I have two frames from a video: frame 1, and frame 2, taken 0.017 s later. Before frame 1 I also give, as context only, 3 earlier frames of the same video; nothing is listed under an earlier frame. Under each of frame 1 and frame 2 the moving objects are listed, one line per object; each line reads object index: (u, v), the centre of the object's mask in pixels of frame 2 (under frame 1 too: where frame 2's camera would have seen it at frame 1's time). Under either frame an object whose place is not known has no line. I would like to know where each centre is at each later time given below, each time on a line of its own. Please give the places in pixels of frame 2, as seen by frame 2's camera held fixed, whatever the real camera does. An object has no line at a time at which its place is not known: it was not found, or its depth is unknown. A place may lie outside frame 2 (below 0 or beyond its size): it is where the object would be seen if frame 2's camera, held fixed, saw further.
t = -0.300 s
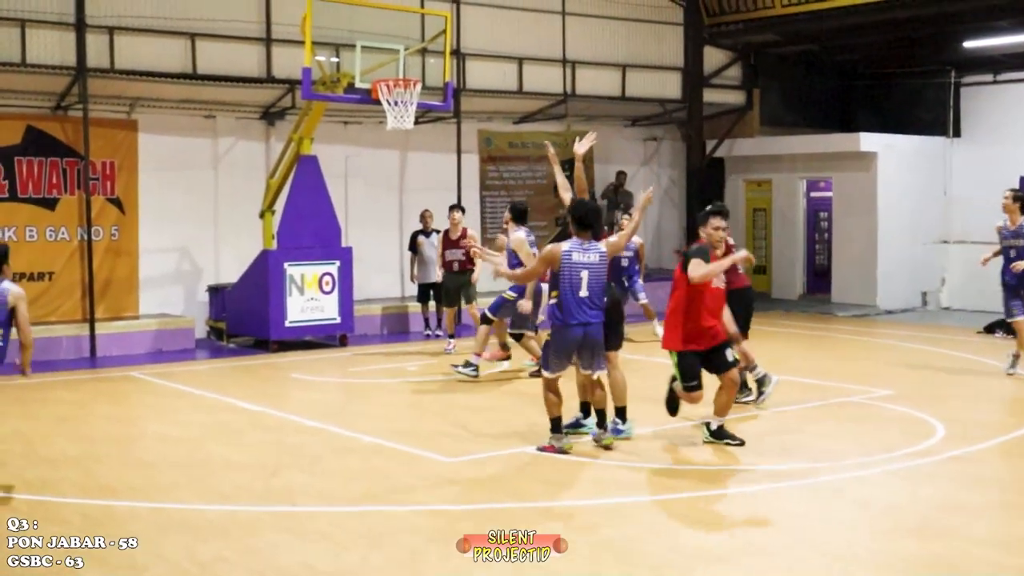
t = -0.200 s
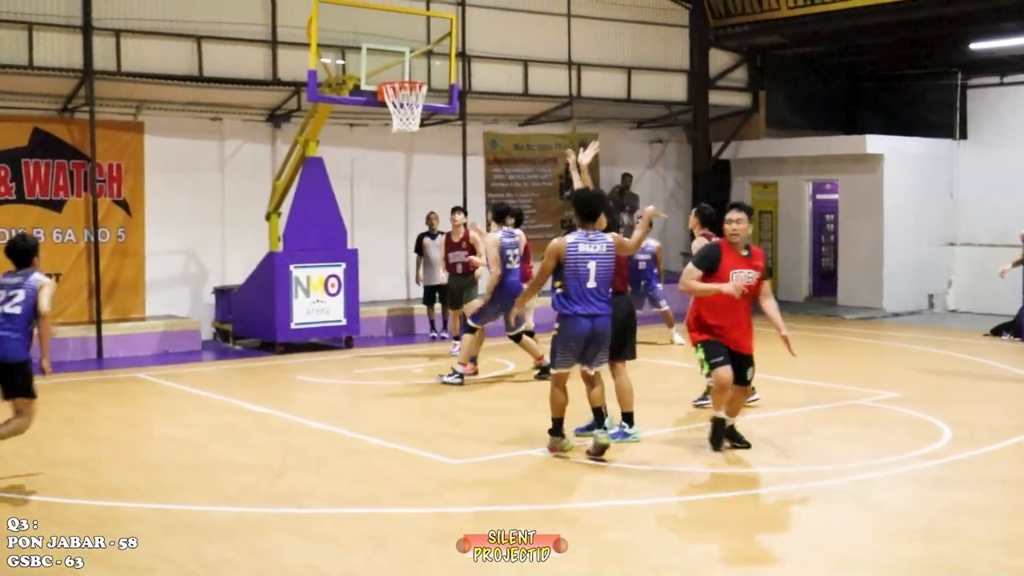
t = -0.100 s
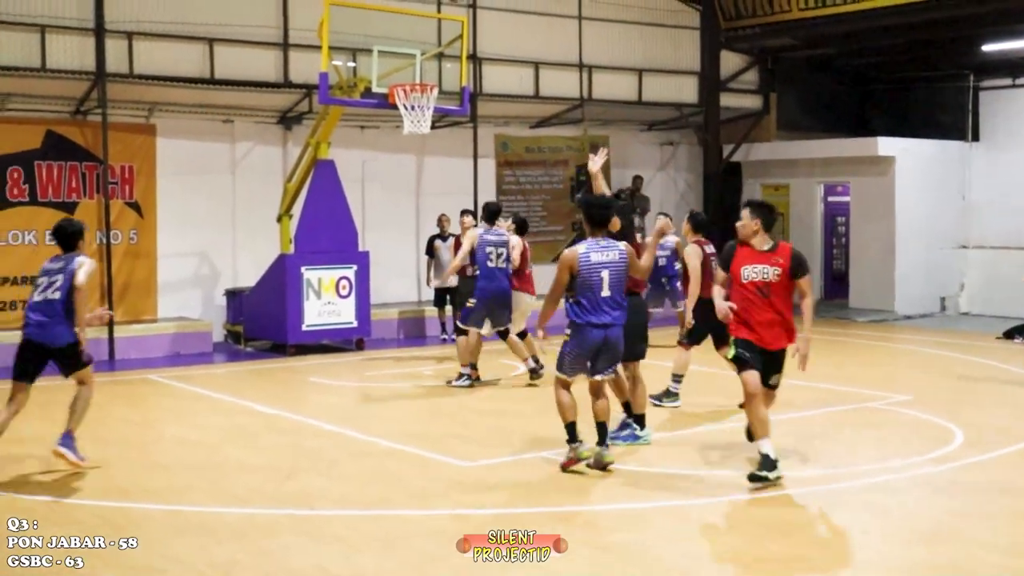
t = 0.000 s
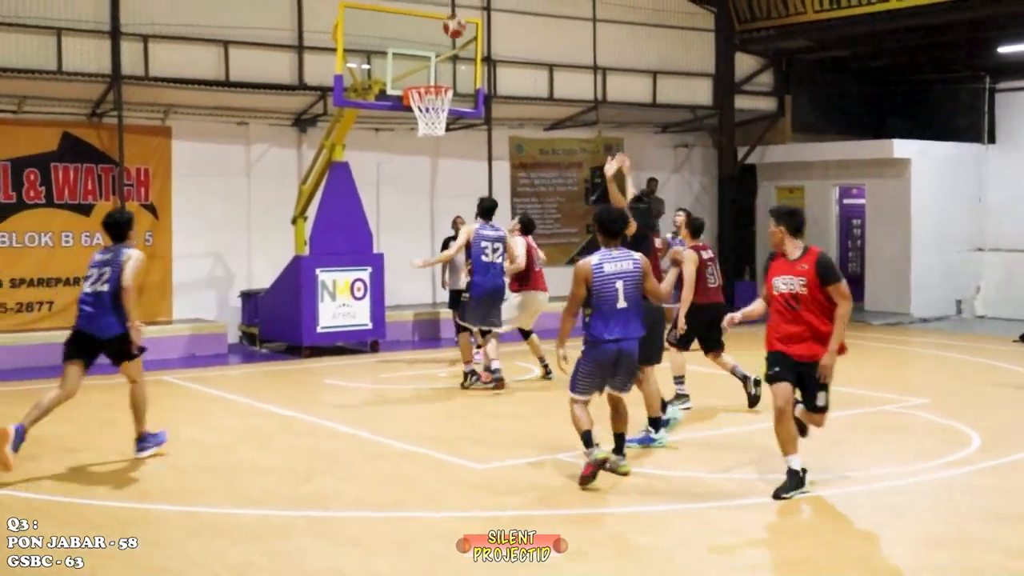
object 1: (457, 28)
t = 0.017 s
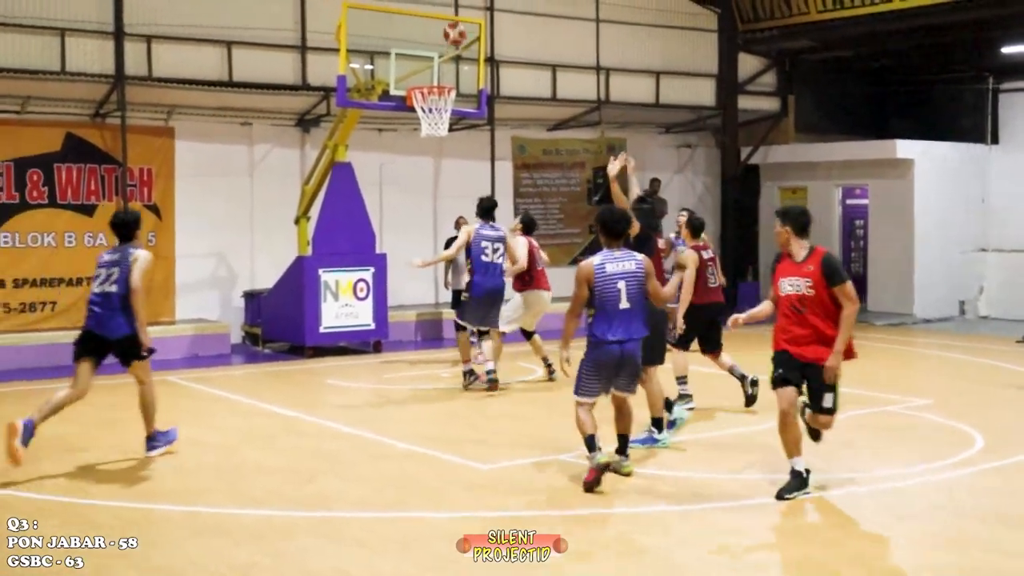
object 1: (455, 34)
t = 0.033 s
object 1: (453, 39)
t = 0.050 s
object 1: (450, 46)
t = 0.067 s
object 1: (448, 52)
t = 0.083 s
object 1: (446, 60)
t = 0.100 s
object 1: (443, 67)
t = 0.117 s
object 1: (439, 75)
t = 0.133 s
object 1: (438, 81)
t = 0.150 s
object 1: (437, 83)
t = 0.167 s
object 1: (436, 95)
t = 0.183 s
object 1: (429, 99)
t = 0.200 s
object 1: (429, 100)
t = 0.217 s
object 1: (425, 108)
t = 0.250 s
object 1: (420, 112)
